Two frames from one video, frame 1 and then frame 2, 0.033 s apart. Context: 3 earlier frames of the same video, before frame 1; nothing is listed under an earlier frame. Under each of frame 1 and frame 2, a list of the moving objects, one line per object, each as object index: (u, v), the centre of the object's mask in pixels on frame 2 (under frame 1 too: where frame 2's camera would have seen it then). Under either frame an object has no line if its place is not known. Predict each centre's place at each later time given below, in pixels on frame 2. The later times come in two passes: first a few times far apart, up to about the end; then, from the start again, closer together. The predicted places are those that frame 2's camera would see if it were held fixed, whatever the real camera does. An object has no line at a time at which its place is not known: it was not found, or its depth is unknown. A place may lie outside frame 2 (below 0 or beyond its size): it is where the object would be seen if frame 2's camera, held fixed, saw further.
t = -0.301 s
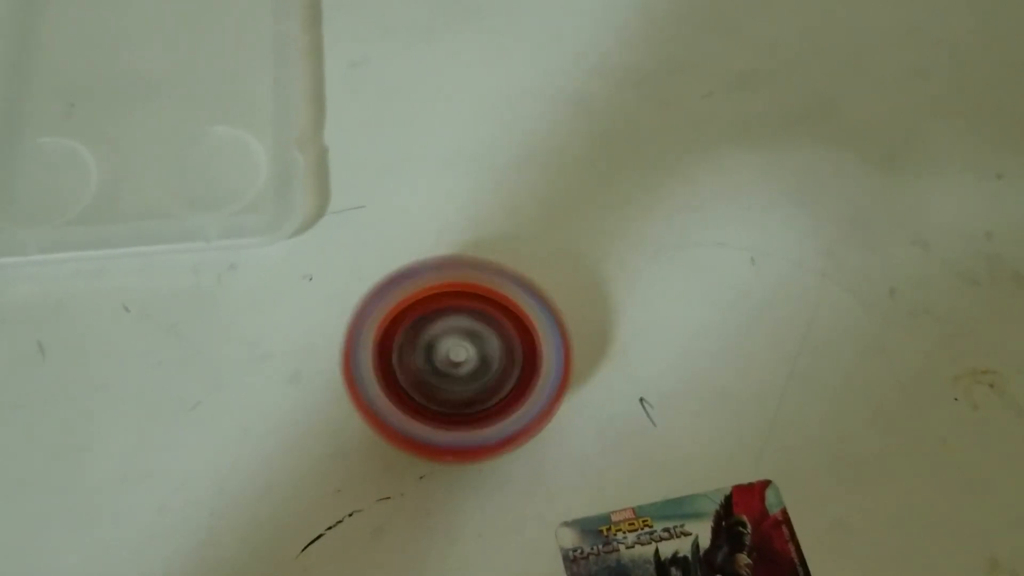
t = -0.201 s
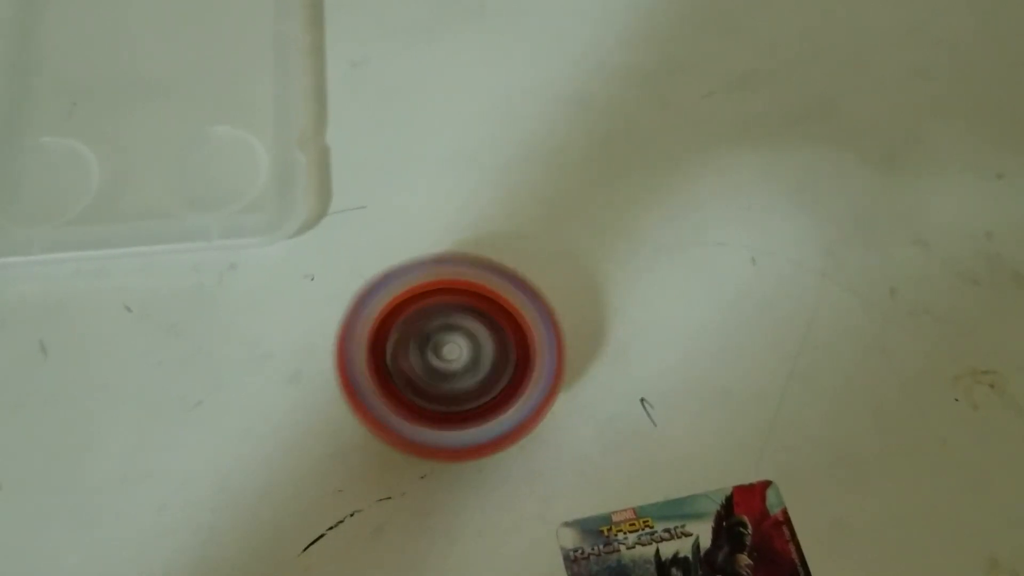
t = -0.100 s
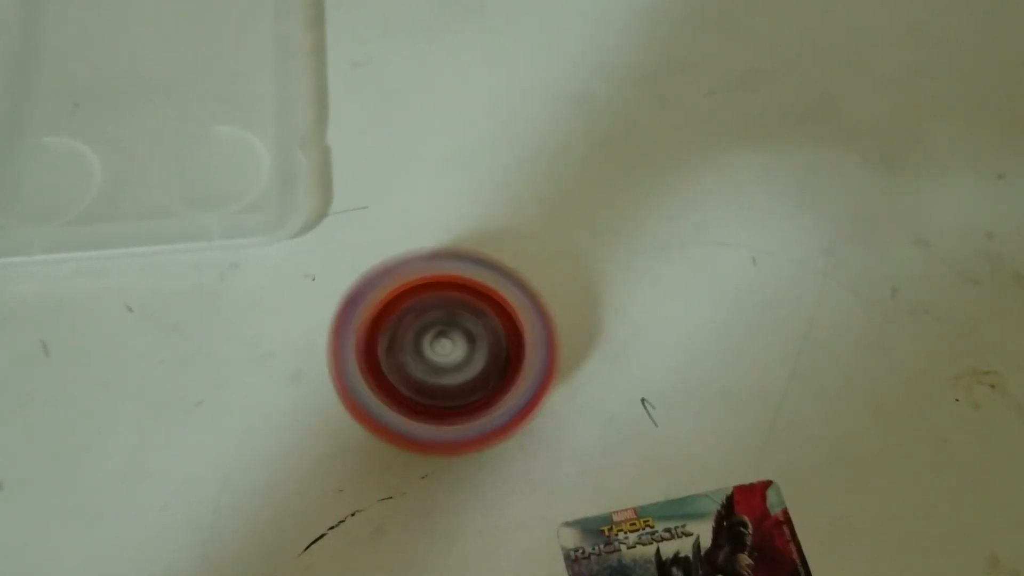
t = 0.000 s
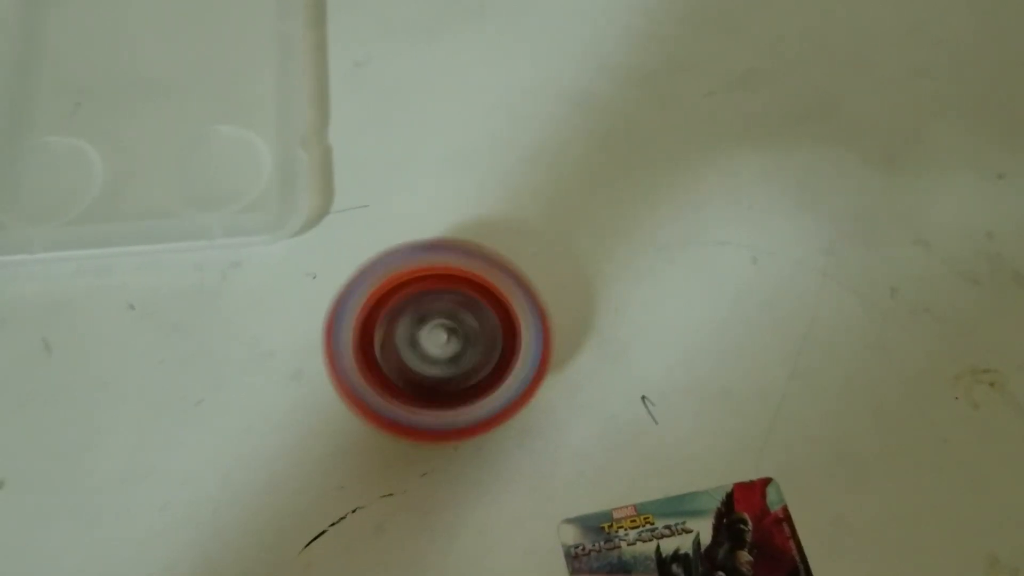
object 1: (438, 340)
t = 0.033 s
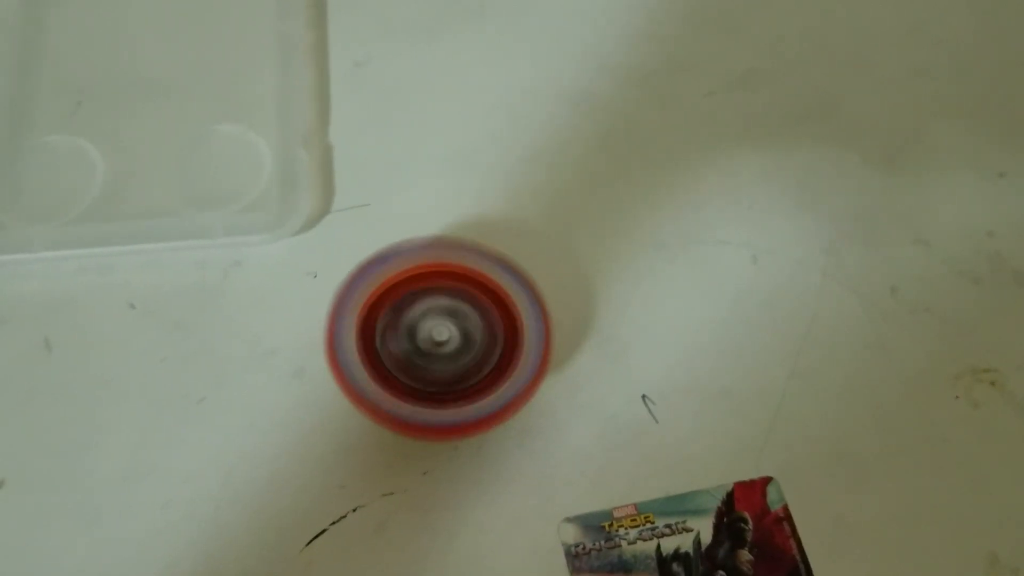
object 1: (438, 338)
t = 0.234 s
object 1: (433, 328)
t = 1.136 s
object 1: (425, 357)
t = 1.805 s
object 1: (363, 371)
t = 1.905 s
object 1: (355, 365)
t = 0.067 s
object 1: (436, 338)
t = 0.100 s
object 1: (435, 333)
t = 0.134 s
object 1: (436, 333)
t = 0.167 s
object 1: (433, 329)
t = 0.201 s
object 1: (434, 328)
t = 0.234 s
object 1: (433, 328)
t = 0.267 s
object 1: (434, 325)
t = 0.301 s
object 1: (434, 325)
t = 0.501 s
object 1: (433, 323)
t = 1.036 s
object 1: (430, 349)
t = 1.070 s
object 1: (430, 353)
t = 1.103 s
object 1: (426, 355)
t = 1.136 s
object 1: (425, 357)
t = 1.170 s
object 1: (422, 361)
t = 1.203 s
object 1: (420, 361)
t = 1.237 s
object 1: (420, 363)
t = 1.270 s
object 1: (414, 365)
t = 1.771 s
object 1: (368, 372)
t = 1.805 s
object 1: (363, 371)
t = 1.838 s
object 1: (361, 369)
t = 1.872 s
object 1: (356, 369)
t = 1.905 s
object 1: (355, 365)
